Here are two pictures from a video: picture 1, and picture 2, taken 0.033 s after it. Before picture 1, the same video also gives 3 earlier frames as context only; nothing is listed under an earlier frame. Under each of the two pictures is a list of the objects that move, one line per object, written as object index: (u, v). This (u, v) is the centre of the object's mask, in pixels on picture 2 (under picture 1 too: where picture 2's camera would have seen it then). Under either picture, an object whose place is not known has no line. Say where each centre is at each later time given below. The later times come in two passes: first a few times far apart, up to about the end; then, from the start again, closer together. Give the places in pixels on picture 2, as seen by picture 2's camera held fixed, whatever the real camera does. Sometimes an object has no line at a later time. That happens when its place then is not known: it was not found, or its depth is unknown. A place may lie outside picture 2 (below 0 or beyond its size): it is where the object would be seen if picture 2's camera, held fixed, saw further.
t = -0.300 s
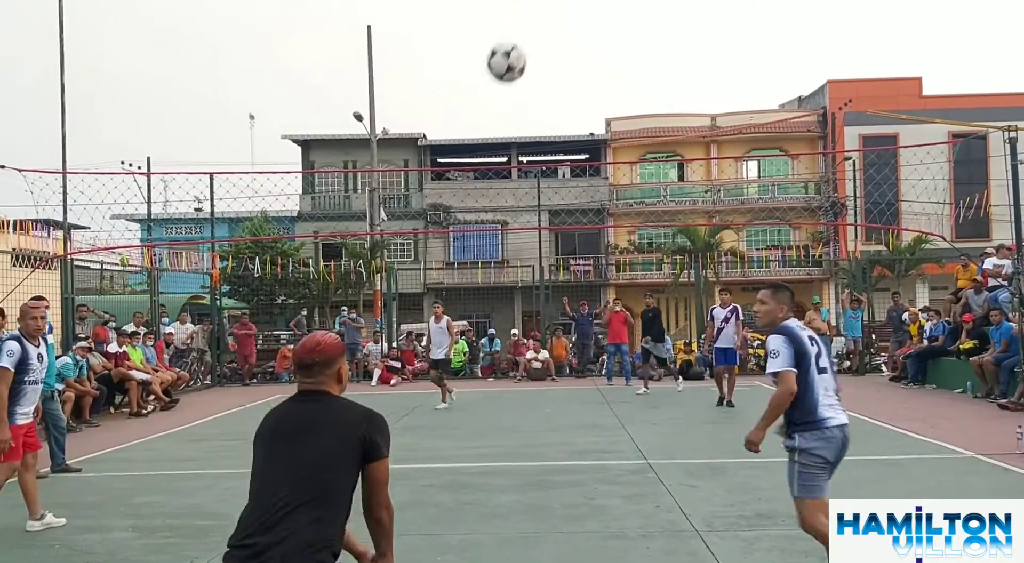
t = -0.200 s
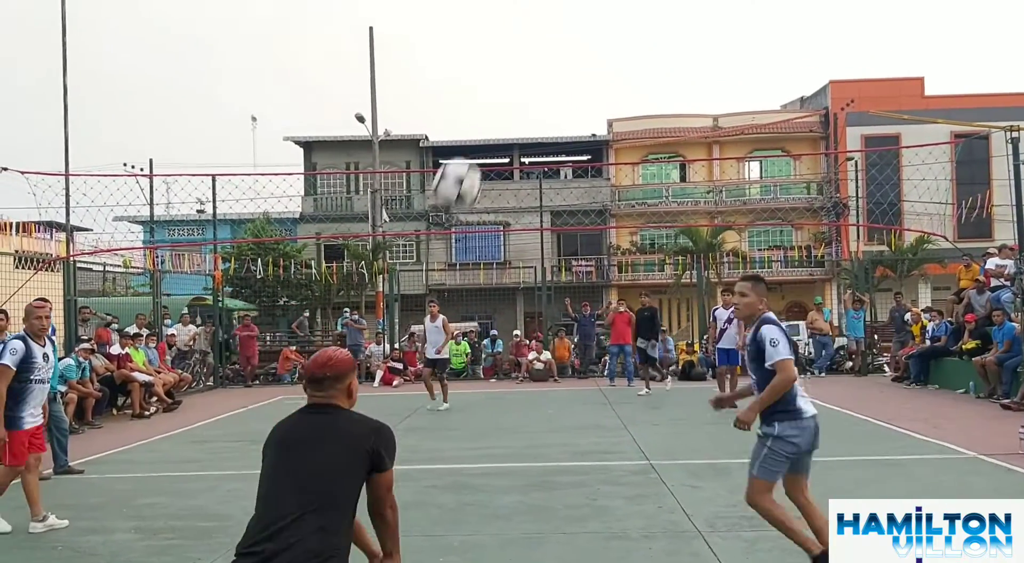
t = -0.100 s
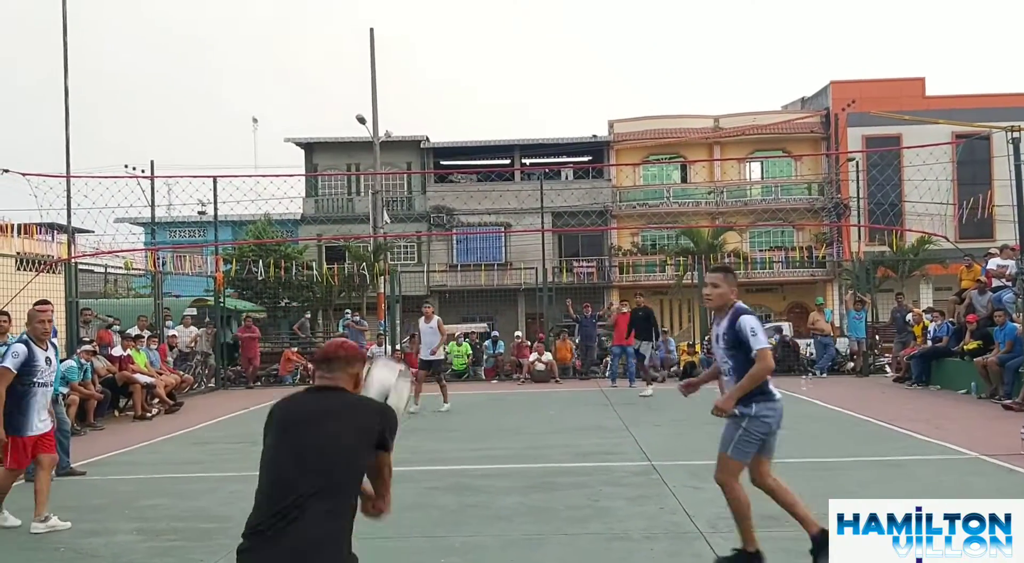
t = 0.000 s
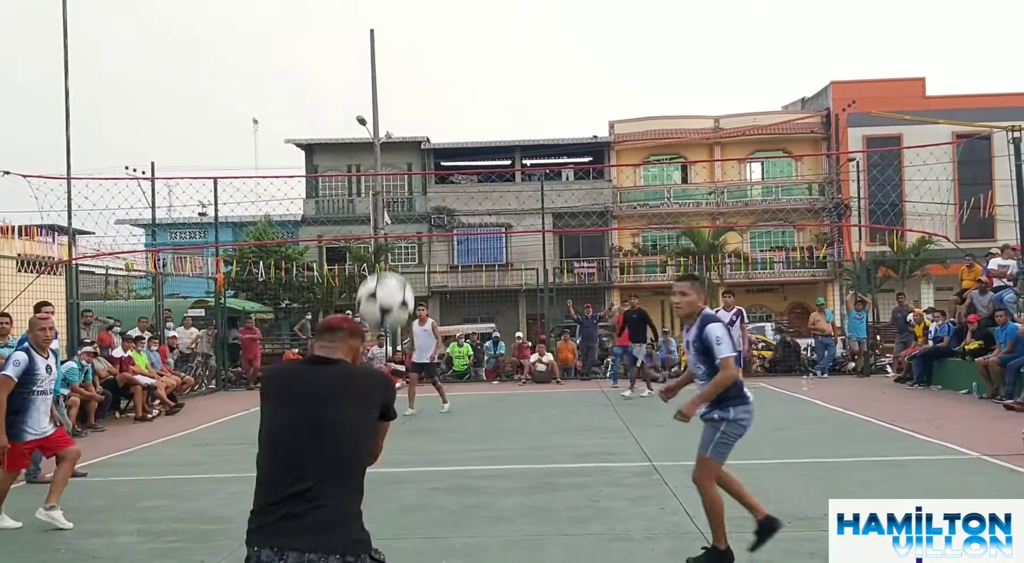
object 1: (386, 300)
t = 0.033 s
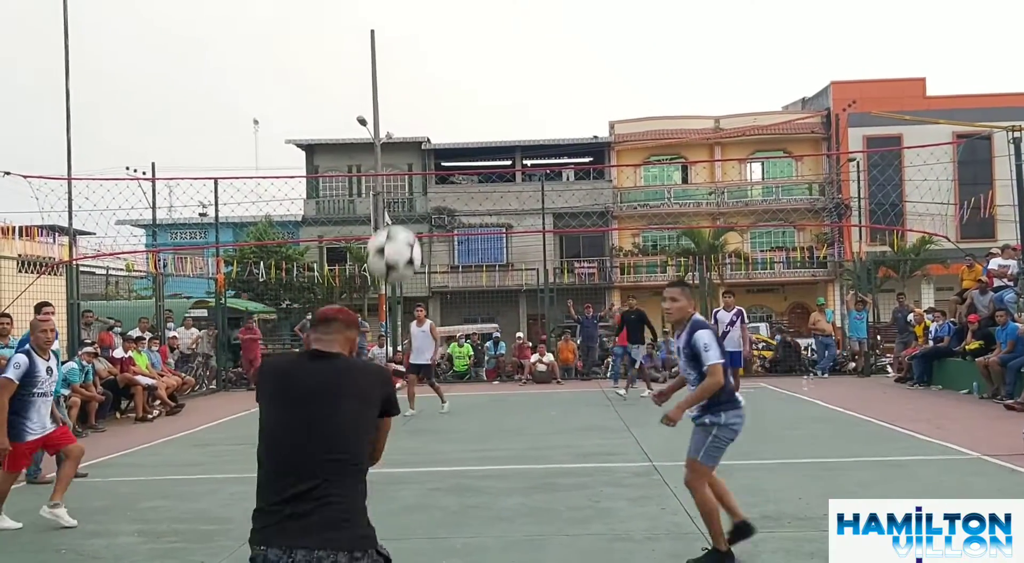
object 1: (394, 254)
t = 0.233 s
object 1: (433, 65)
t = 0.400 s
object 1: (463, 6)
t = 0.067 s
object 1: (401, 212)
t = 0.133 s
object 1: (415, 142)
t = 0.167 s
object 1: (421, 112)
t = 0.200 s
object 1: (427, 87)
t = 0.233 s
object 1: (433, 65)
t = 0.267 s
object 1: (440, 45)
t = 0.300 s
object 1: (446, 29)
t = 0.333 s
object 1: (452, 17)
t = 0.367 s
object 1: (458, 10)
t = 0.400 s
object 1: (463, 6)
